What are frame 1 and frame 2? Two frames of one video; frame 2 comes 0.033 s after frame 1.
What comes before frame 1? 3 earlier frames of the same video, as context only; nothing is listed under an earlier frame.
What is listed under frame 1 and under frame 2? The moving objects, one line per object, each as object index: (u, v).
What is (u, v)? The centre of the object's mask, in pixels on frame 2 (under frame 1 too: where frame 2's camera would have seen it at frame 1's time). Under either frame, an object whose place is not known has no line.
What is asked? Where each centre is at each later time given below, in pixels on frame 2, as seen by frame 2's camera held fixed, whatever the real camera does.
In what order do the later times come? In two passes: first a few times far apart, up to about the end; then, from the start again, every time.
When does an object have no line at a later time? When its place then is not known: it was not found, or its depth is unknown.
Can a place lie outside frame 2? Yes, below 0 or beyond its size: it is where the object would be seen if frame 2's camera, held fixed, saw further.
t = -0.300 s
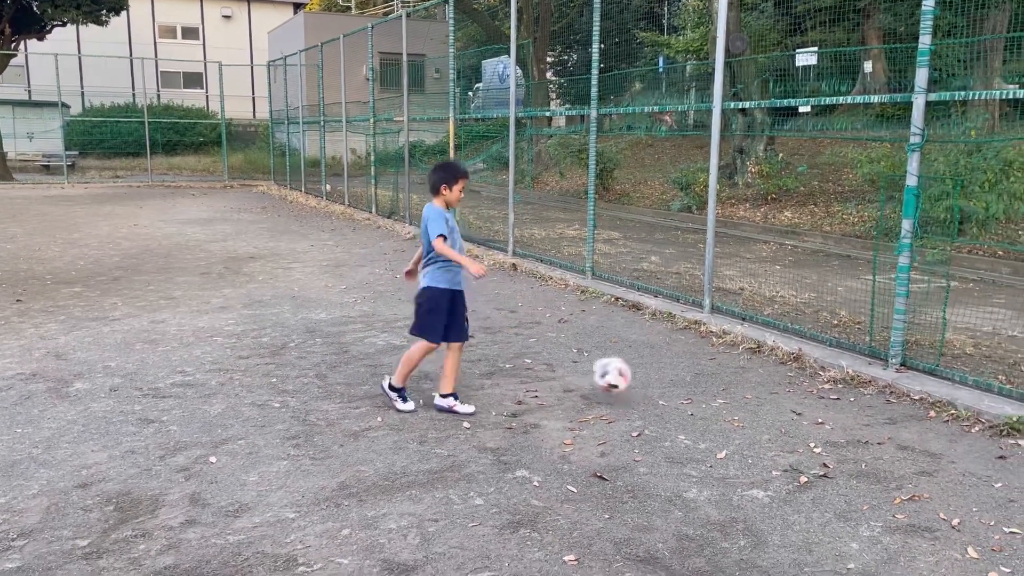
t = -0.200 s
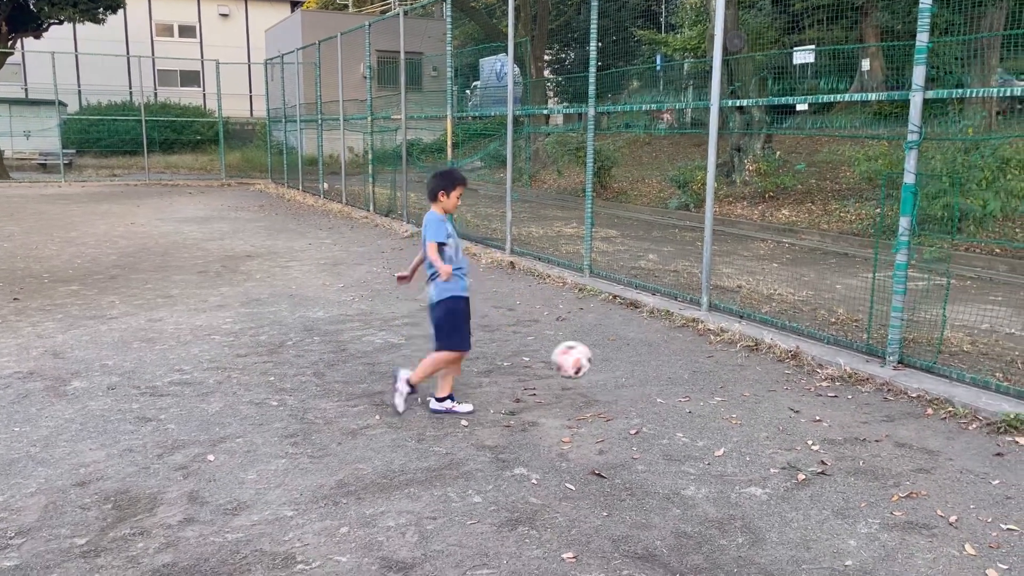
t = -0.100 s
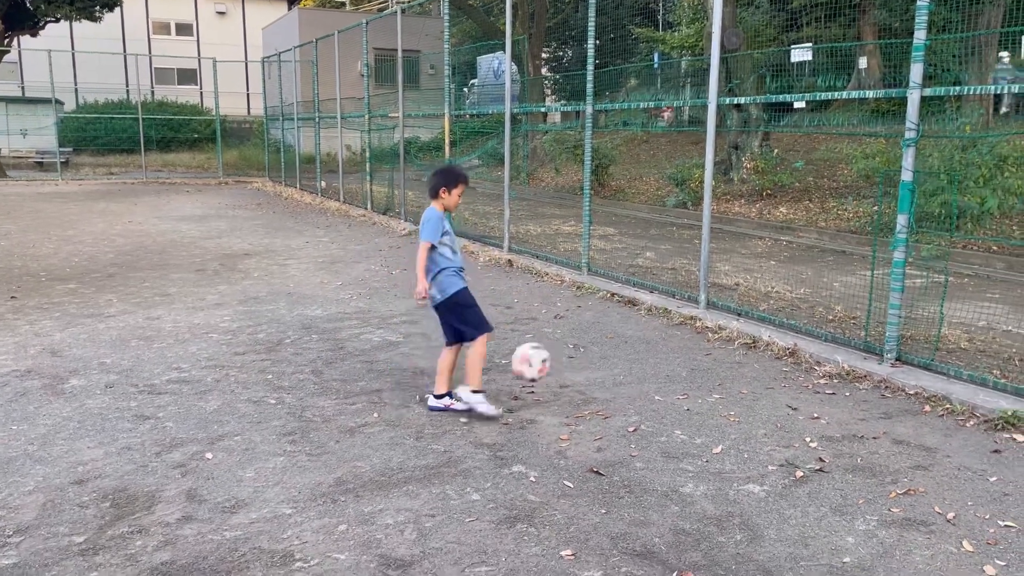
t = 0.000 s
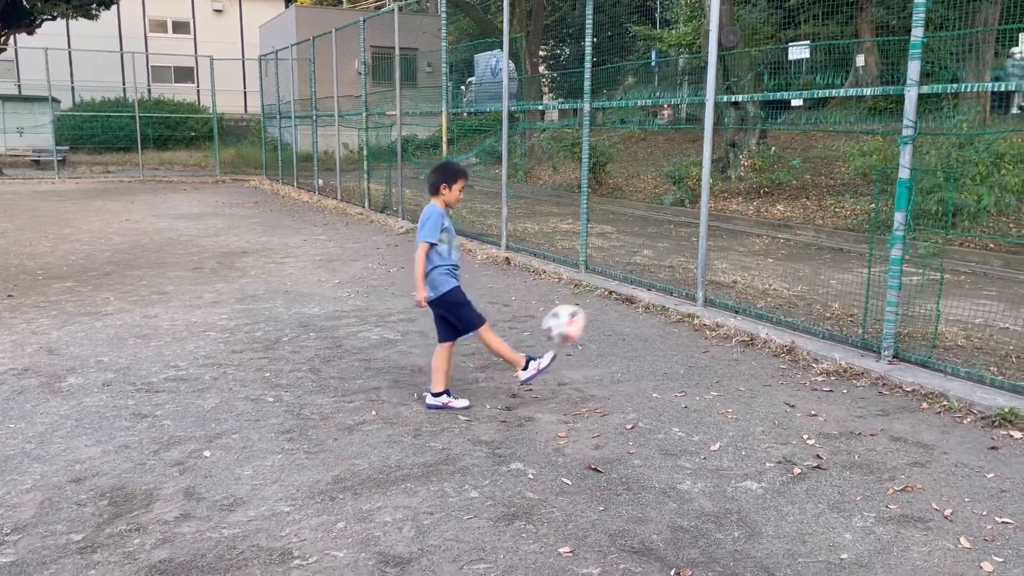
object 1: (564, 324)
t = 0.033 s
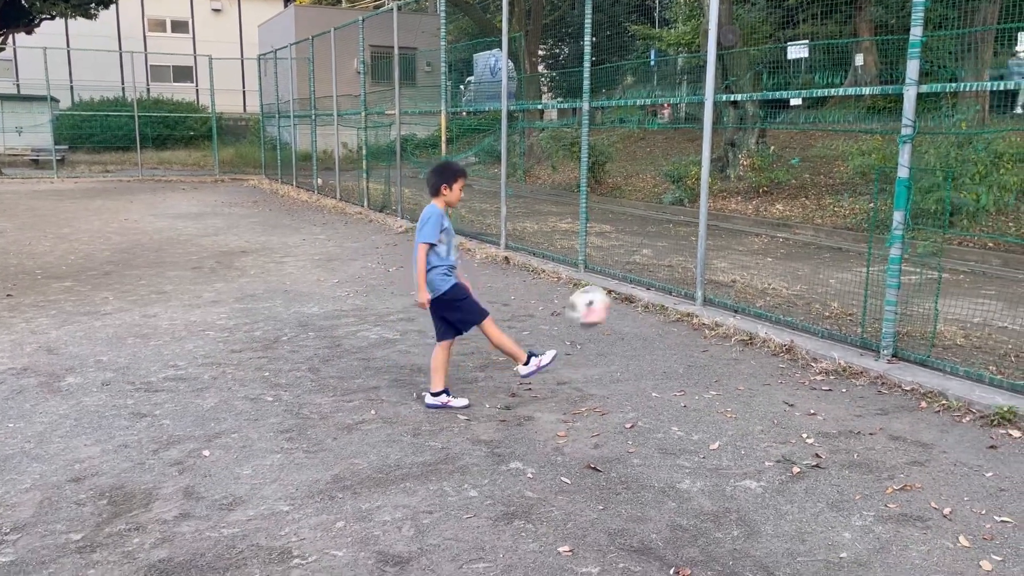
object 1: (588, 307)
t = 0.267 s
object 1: (766, 242)
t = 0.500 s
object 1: (935, 281)
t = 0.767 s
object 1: (1010, 342)
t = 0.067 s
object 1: (614, 291)
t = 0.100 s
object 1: (639, 279)
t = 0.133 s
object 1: (664, 265)
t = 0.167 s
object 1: (690, 258)
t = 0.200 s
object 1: (715, 251)
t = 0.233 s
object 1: (739, 246)
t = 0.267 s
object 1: (766, 242)
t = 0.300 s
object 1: (790, 241)
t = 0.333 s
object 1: (815, 242)
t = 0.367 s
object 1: (840, 246)
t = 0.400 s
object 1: (865, 252)
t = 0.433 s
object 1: (888, 260)
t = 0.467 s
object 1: (913, 269)
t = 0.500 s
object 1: (935, 281)
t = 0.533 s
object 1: (958, 294)
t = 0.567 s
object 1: (980, 310)
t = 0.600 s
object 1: (1003, 328)
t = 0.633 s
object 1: (1019, 345)
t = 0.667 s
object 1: (1021, 359)
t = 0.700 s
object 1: (1017, 354)
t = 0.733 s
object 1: (1014, 346)
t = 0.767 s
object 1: (1010, 342)
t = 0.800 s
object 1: (1006, 339)
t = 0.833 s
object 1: (1001, 339)
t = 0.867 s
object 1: (996, 340)
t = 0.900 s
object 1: (991, 343)
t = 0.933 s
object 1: (986, 349)
